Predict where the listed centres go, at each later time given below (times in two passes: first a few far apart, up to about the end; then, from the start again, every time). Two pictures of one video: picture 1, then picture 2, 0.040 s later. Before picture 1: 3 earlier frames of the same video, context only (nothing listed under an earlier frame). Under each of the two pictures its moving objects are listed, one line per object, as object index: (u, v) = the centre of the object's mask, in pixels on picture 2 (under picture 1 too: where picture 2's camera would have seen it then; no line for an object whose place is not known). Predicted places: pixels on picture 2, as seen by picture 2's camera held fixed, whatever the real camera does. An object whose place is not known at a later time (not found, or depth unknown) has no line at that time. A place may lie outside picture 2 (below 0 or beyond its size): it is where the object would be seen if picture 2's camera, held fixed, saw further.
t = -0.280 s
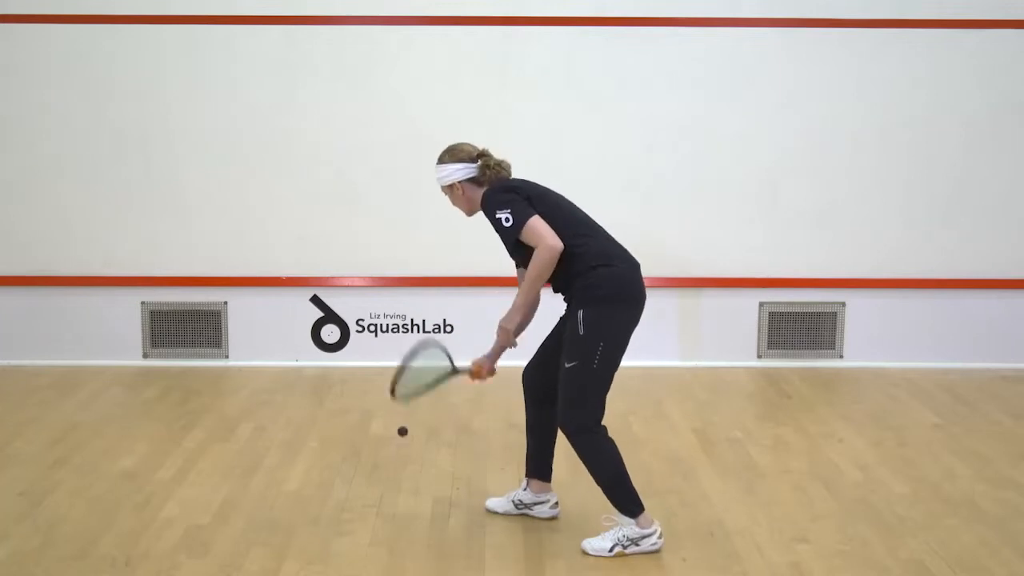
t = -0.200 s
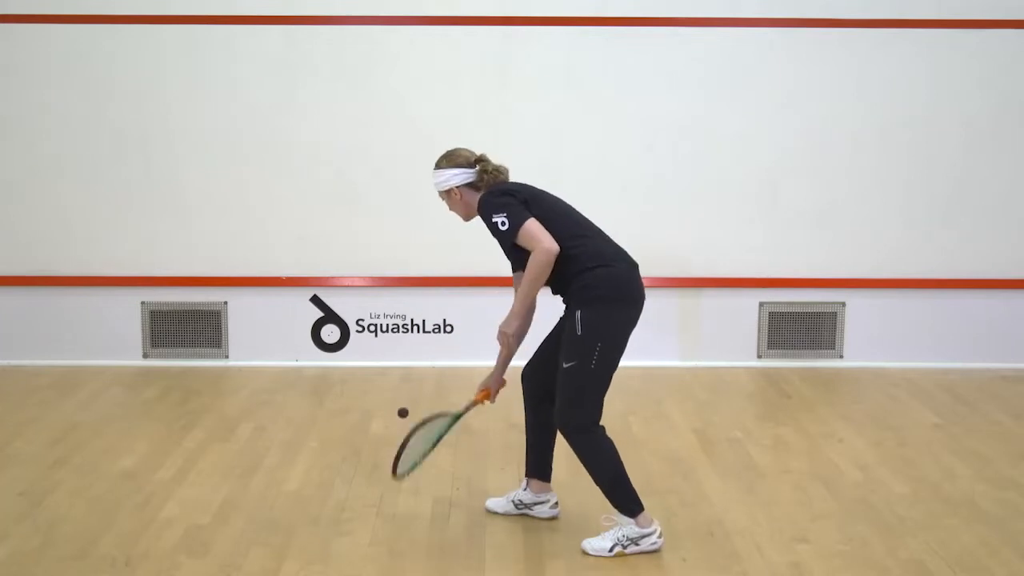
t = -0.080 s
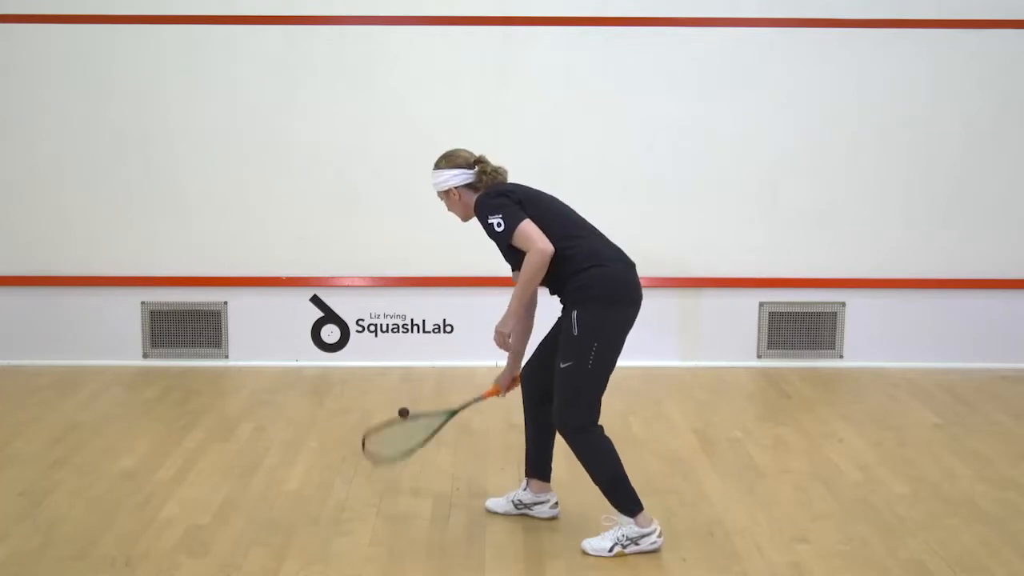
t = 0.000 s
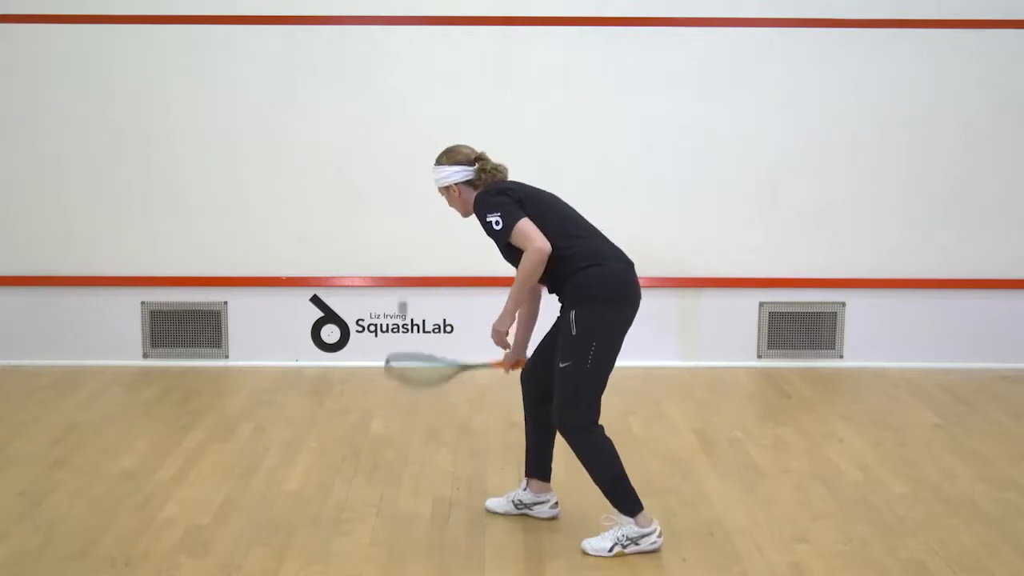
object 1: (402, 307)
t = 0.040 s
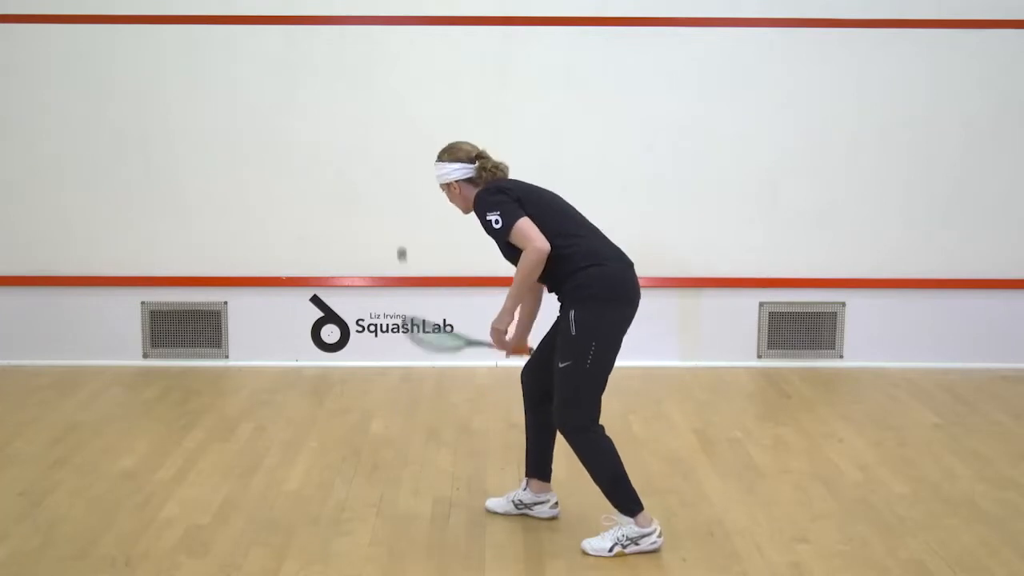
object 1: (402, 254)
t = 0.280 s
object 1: (390, 101)
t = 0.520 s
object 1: (362, 157)
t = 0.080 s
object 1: (401, 207)
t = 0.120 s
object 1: (400, 169)
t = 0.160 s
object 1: (399, 136)
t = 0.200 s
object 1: (398, 111)
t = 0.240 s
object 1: (394, 104)
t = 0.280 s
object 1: (390, 101)
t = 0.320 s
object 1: (386, 101)
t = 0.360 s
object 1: (382, 105)
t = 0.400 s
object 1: (377, 112)
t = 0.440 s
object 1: (372, 123)
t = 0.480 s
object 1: (367, 138)
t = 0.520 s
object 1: (362, 157)
